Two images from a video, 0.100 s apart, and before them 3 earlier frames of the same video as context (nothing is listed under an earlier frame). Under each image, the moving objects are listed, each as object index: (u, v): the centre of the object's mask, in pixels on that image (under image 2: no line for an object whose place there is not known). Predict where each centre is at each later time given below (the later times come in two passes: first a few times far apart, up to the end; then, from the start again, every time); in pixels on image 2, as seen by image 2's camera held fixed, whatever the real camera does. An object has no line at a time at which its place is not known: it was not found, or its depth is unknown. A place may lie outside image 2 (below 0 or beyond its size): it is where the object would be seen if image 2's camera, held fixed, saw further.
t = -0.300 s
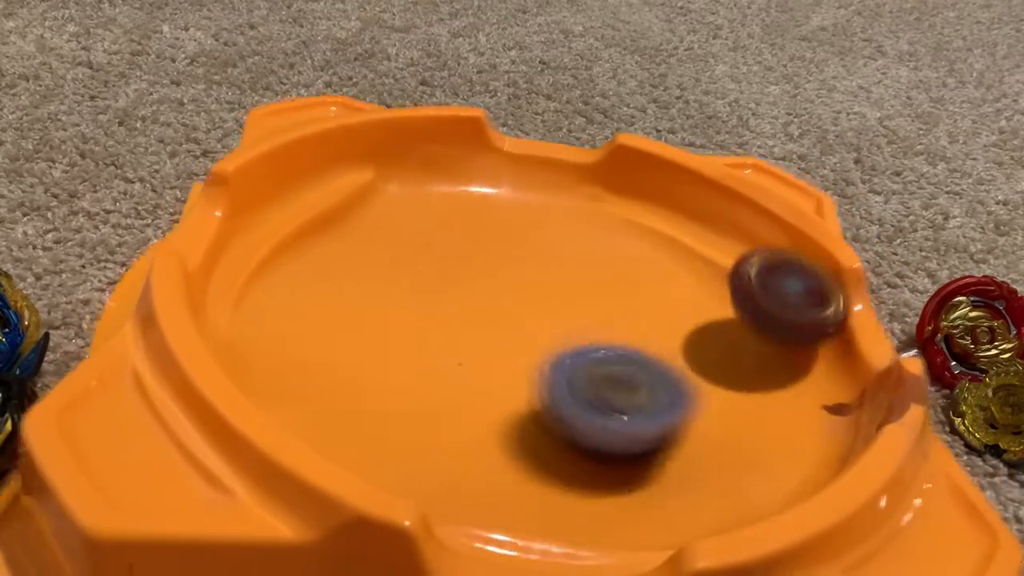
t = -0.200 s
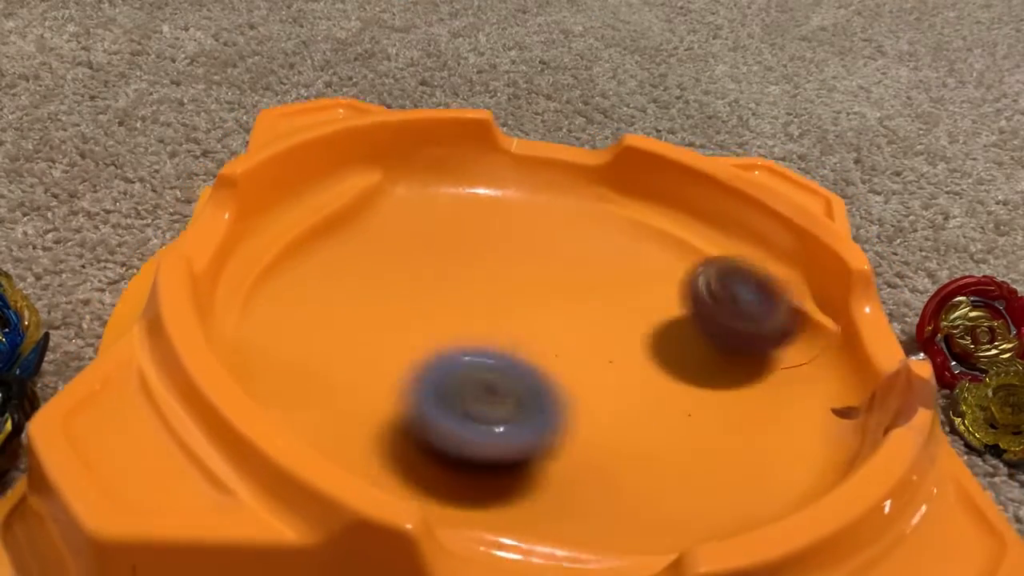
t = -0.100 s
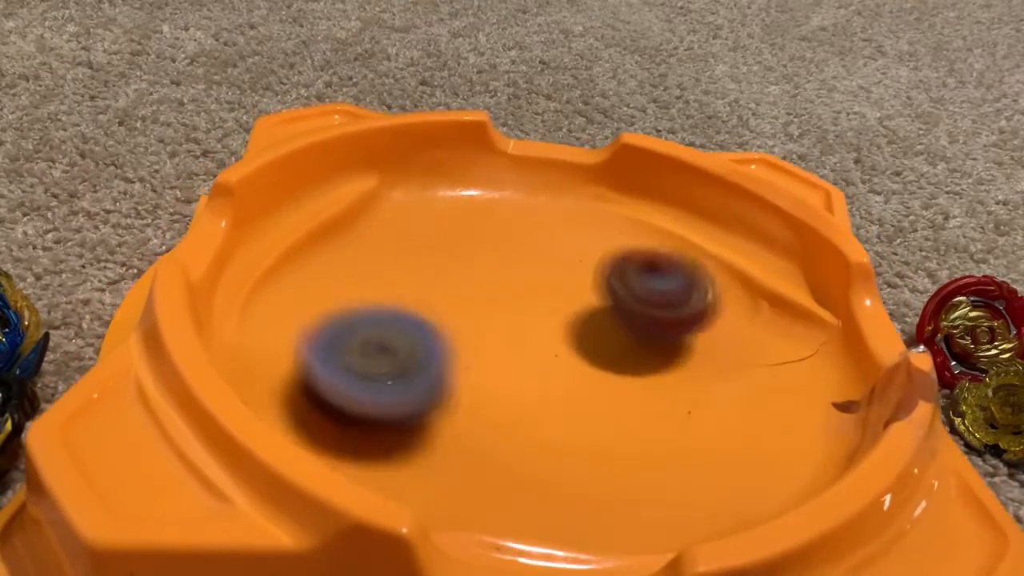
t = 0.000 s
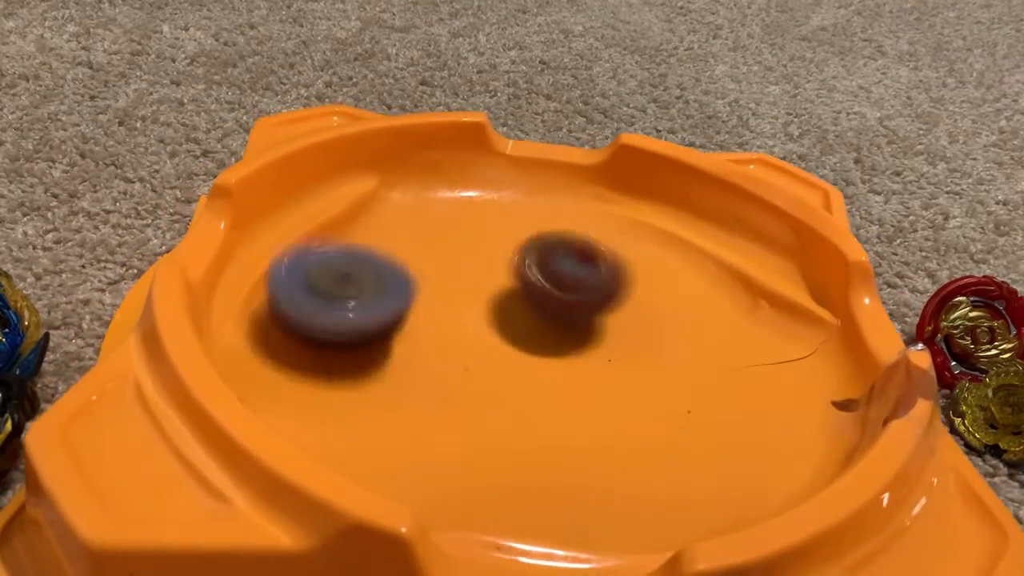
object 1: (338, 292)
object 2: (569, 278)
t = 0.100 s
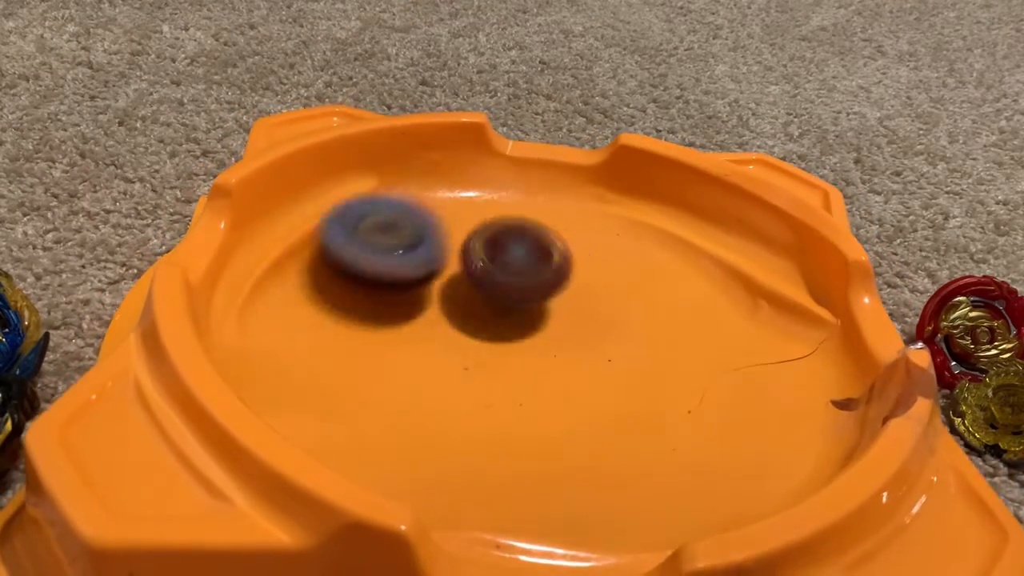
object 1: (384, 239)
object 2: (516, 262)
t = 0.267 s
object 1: (475, 202)
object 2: (576, 290)
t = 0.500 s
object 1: (677, 248)
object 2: (737, 342)
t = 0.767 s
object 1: (590, 303)
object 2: (806, 381)
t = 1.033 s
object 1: (429, 254)
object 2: (640, 348)
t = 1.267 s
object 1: (506, 244)
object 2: (488, 390)
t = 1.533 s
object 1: (592, 355)
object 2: (549, 442)
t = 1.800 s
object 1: (544, 343)
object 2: (547, 467)
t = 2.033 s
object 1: (582, 297)
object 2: (548, 447)
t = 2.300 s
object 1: (649, 318)
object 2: (513, 355)
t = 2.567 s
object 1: (637, 355)
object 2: (400, 309)
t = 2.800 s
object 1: (594, 326)
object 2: (399, 341)
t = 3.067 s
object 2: (498, 336)
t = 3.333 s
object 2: (469, 310)
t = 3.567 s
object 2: (480, 334)
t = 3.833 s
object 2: (296, 289)
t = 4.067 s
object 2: (346, 303)
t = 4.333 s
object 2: (507, 327)
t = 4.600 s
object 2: (351, 355)
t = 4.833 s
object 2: (553, 384)
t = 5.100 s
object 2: (664, 360)
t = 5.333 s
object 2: (649, 332)
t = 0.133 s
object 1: (394, 225)
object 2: (525, 265)
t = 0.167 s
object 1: (406, 214)
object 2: (537, 272)
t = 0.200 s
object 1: (424, 206)
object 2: (549, 278)
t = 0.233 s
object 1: (447, 201)
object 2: (562, 284)
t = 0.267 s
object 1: (475, 202)
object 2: (576, 290)
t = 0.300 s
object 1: (505, 206)
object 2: (591, 295)
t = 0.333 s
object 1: (538, 214)
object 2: (611, 299)
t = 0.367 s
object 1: (569, 222)
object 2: (631, 305)
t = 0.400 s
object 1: (597, 223)
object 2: (658, 318)
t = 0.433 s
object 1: (628, 228)
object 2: (684, 329)
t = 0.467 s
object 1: (655, 237)
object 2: (710, 337)
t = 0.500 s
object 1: (677, 248)
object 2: (737, 342)
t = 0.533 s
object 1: (698, 260)
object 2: (759, 343)
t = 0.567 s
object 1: (711, 273)
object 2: (788, 354)
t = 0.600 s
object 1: (712, 282)
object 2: (814, 366)
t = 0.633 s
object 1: (711, 294)
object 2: (823, 370)
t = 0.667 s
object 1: (702, 304)
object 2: (821, 374)
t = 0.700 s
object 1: (664, 302)
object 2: (835, 382)
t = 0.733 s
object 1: (626, 304)
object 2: (823, 384)
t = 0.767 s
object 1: (590, 303)
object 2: (806, 381)
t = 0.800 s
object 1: (556, 300)
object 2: (786, 376)
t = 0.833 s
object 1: (525, 295)
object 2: (766, 370)
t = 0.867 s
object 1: (497, 290)
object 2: (750, 363)
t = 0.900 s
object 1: (477, 283)
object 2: (733, 355)
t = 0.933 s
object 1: (458, 275)
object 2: (714, 349)
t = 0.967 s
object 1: (445, 270)
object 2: (691, 348)
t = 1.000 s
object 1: (436, 261)
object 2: (668, 347)
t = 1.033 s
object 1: (429, 254)
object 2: (640, 348)
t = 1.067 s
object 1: (431, 247)
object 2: (609, 353)
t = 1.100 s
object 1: (433, 240)
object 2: (582, 358)
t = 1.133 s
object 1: (441, 236)
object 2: (557, 363)
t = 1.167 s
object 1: (456, 232)
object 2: (533, 369)
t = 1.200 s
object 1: (469, 233)
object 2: (515, 376)
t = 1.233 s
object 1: (487, 238)
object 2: (499, 383)
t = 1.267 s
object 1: (506, 244)
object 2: (488, 390)
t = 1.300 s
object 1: (522, 252)
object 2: (482, 398)
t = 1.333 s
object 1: (541, 262)
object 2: (480, 407)
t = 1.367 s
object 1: (556, 275)
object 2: (485, 416)
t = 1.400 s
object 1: (569, 290)
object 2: (492, 426)
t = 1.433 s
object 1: (580, 306)
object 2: (508, 436)
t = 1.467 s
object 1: (588, 324)
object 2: (524, 443)
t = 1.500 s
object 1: (590, 344)
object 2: (539, 444)
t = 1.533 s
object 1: (592, 355)
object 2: (549, 442)
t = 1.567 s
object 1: (595, 358)
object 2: (546, 461)
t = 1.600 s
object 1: (595, 358)
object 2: (542, 480)
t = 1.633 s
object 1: (592, 356)
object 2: (542, 484)
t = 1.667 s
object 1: (586, 357)
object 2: (544, 480)
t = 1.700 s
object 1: (577, 358)
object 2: (547, 470)
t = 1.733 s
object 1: (564, 359)
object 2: (552, 461)
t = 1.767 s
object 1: (551, 354)
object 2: (554, 456)
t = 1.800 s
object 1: (544, 343)
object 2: (547, 467)
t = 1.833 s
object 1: (540, 331)
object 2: (542, 473)
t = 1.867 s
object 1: (539, 322)
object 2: (540, 475)
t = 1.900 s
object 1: (543, 314)
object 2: (540, 474)
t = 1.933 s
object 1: (550, 307)
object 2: (542, 470)
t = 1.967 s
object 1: (561, 302)
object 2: (544, 464)
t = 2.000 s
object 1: (571, 299)
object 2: (546, 457)
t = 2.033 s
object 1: (582, 297)
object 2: (548, 447)
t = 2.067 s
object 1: (594, 298)
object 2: (550, 437)
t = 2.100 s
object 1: (604, 300)
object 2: (550, 426)
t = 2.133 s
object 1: (614, 303)
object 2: (550, 412)
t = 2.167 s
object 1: (621, 307)
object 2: (550, 399)
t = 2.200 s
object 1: (627, 312)
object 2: (550, 383)
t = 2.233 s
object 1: (633, 316)
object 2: (546, 373)
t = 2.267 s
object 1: (641, 316)
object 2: (530, 366)
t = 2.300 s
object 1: (649, 318)
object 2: (513, 355)
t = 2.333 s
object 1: (654, 321)
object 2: (495, 342)
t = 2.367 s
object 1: (659, 326)
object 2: (476, 330)
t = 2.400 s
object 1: (662, 331)
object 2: (456, 318)
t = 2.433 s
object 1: (664, 336)
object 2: (440, 311)
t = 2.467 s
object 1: (663, 343)
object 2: (425, 306)
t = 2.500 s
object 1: (658, 348)
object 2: (415, 304)
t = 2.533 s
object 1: (650, 352)
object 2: (405, 305)
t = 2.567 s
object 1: (637, 355)
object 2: (400, 309)
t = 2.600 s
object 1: (620, 355)
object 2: (397, 317)
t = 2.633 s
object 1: (601, 354)
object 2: (400, 324)
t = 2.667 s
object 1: (581, 350)
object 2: (409, 331)
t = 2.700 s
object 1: (564, 345)
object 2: (419, 337)
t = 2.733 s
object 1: (568, 339)
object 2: (414, 340)
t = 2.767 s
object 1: (581, 332)
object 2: (404, 341)
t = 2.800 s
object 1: (594, 326)
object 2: (399, 341)
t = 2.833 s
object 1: (607, 321)
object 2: (402, 341)
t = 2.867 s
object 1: (618, 316)
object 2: (409, 340)
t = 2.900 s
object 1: (627, 314)
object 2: (420, 340)
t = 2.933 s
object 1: (636, 314)
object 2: (433, 339)
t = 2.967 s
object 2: (448, 338)
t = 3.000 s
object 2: (463, 338)
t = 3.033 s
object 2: (481, 338)
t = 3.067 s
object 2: (498, 336)
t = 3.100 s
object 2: (514, 334)
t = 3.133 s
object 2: (529, 332)
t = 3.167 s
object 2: (540, 329)
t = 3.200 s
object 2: (546, 324)
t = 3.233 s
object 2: (521, 319)
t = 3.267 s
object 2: (498, 315)
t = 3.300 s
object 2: (479, 312)
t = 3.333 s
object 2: (469, 310)
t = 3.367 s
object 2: (463, 311)
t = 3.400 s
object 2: (460, 313)
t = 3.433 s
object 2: (461, 317)
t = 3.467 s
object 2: (464, 321)
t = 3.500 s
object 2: (468, 326)
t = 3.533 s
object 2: (473, 330)
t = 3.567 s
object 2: (480, 334)
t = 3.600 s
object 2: (488, 337)
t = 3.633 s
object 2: (497, 340)
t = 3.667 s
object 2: (496, 338)
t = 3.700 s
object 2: (440, 328)
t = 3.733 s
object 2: (389, 314)
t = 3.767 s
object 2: (348, 303)
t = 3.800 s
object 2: (317, 296)
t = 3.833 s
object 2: (296, 289)
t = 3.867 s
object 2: (284, 286)
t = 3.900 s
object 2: (282, 286)
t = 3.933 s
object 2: (290, 289)
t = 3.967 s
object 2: (302, 293)
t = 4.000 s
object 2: (316, 296)
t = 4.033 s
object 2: (329, 299)
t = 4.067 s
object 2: (346, 303)
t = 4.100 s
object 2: (365, 306)
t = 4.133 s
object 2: (383, 309)
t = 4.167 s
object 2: (401, 312)
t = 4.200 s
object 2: (421, 315)
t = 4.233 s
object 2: (443, 317)
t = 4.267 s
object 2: (467, 322)
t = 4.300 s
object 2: (488, 325)
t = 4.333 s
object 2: (507, 327)
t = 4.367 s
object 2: (508, 328)
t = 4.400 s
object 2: (464, 333)
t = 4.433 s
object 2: (423, 340)
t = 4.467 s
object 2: (384, 346)
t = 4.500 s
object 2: (357, 348)
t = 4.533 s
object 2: (344, 350)
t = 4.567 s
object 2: (341, 352)
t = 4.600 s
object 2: (351, 355)
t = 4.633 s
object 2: (368, 363)
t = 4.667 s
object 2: (392, 374)
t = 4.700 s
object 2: (425, 380)
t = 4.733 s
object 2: (461, 386)
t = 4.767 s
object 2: (493, 388)
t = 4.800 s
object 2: (523, 388)
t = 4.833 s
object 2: (553, 384)
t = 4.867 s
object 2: (578, 379)
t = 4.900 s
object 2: (602, 373)
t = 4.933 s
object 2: (618, 368)
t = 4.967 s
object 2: (636, 368)
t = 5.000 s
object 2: (649, 370)
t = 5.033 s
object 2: (658, 368)
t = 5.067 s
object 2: (663, 366)
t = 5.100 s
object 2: (664, 360)
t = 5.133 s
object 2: (663, 355)
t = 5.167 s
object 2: (660, 349)
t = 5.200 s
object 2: (658, 345)
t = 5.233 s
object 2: (655, 340)
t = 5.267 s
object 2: (653, 337)
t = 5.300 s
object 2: (651, 334)
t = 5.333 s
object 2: (649, 332)
